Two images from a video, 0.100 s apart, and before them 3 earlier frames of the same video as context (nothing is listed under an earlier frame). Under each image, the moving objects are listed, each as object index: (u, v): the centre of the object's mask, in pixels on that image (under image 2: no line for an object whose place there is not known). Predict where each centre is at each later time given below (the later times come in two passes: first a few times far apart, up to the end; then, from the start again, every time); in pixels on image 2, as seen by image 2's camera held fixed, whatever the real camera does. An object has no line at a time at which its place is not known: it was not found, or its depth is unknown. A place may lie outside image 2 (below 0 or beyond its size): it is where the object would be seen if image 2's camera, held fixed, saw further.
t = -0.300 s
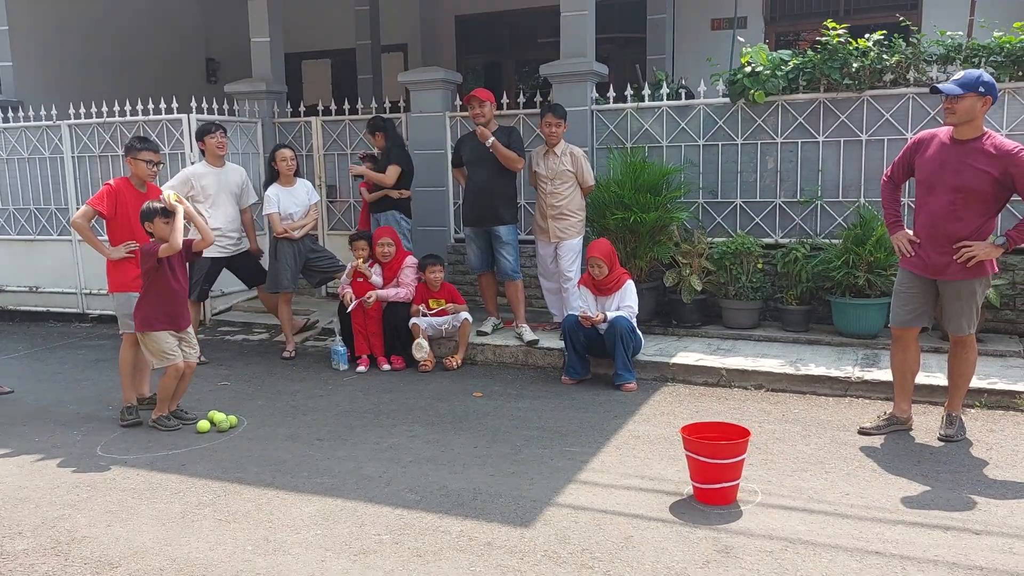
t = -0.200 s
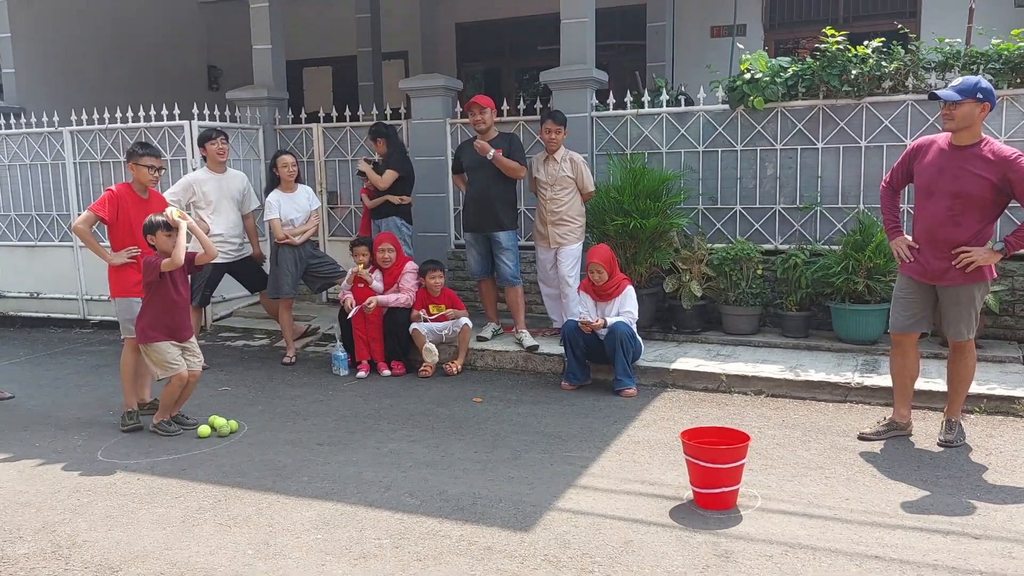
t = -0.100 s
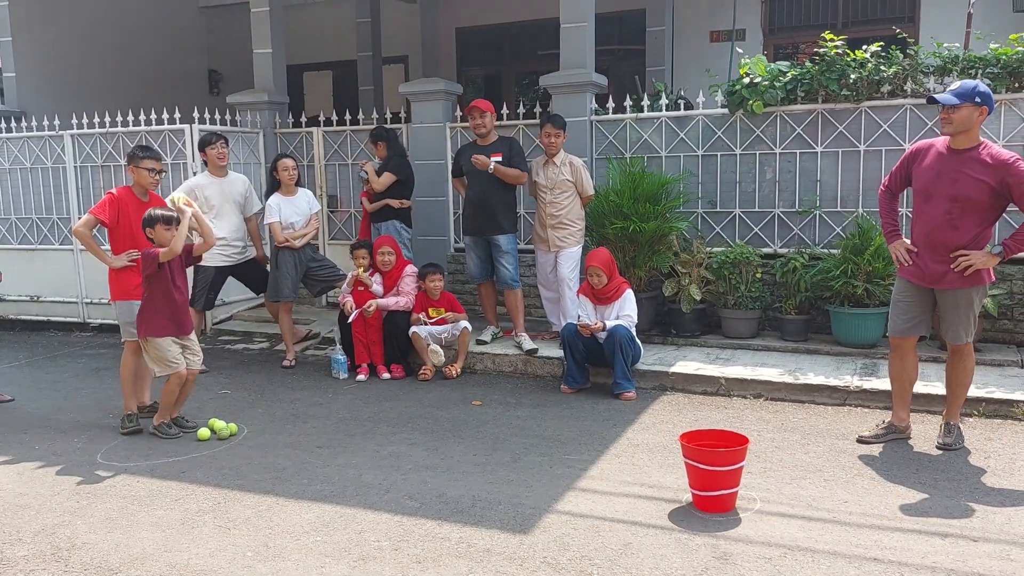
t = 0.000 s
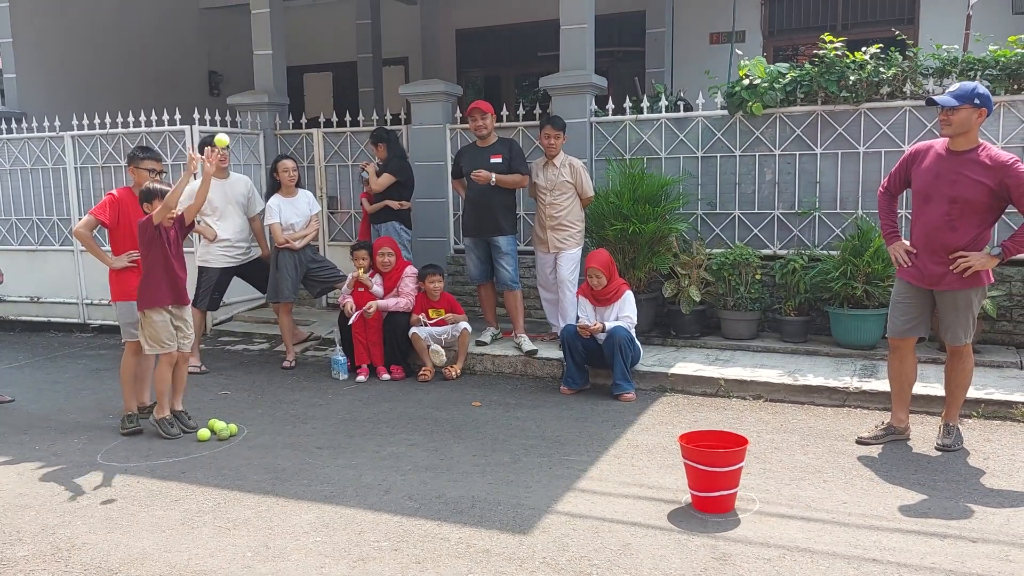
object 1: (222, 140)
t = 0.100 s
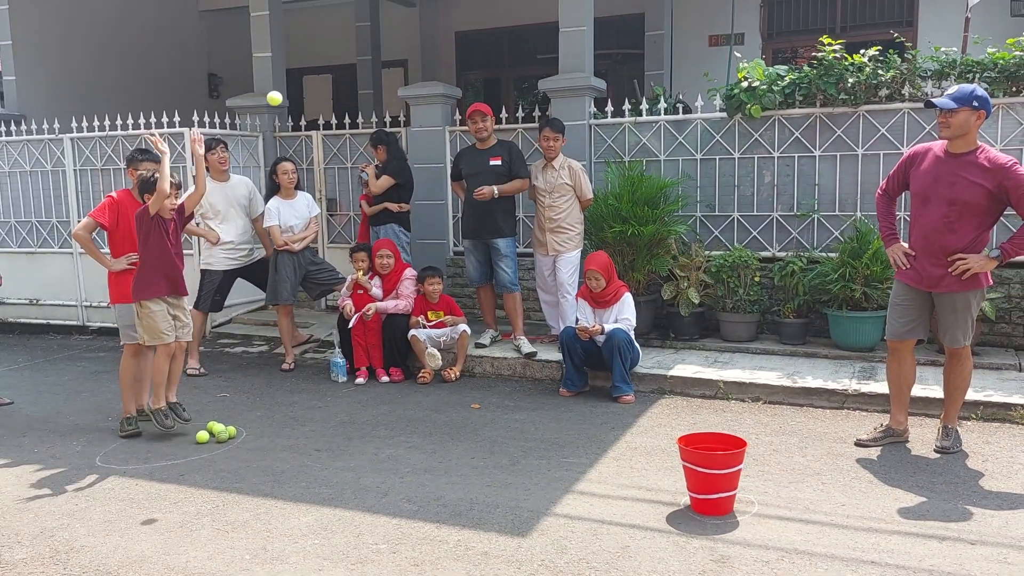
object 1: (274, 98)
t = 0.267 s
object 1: (373, 66)
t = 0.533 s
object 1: (556, 145)
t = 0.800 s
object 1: (766, 414)
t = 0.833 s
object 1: (794, 463)
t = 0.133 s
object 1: (293, 87)
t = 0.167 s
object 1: (312, 79)
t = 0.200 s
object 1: (332, 72)
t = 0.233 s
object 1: (352, 68)
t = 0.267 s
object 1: (373, 66)
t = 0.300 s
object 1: (394, 67)
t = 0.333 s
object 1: (416, 69)
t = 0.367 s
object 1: (438, 75)
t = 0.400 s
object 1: (461, 83)
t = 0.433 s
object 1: (484, 94)
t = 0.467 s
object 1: (507, 109)
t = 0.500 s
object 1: (531, 125)
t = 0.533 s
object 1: (556, 145)
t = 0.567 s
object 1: (580, 167)
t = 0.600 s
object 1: (605, 193)
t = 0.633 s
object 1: (630, 222)
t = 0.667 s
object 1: (656, 254)
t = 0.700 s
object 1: (682, 288)
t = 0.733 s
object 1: (709, 327)
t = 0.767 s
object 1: (736, 368)
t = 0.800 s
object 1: (766, 414)
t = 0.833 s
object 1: (794, 463)
